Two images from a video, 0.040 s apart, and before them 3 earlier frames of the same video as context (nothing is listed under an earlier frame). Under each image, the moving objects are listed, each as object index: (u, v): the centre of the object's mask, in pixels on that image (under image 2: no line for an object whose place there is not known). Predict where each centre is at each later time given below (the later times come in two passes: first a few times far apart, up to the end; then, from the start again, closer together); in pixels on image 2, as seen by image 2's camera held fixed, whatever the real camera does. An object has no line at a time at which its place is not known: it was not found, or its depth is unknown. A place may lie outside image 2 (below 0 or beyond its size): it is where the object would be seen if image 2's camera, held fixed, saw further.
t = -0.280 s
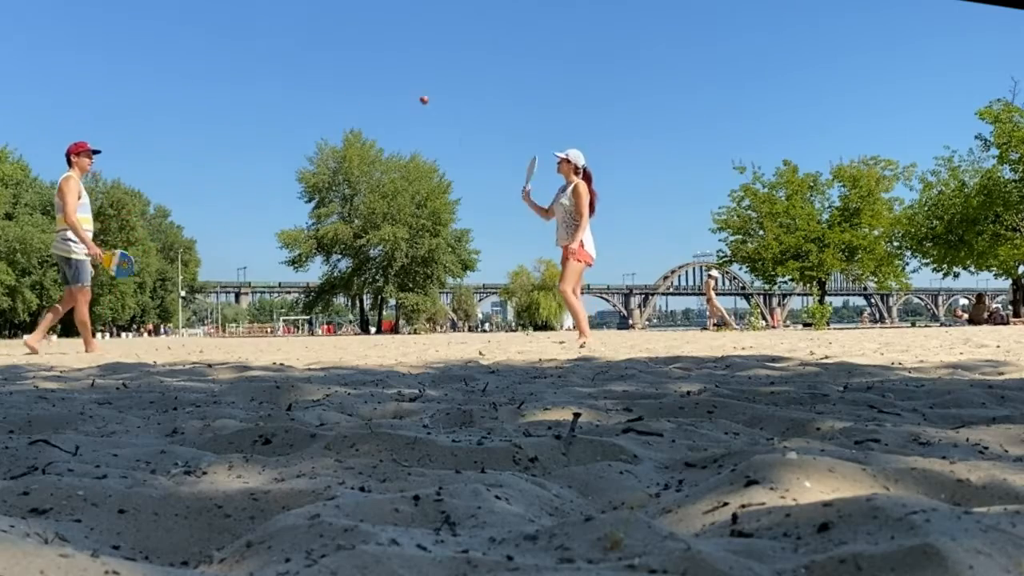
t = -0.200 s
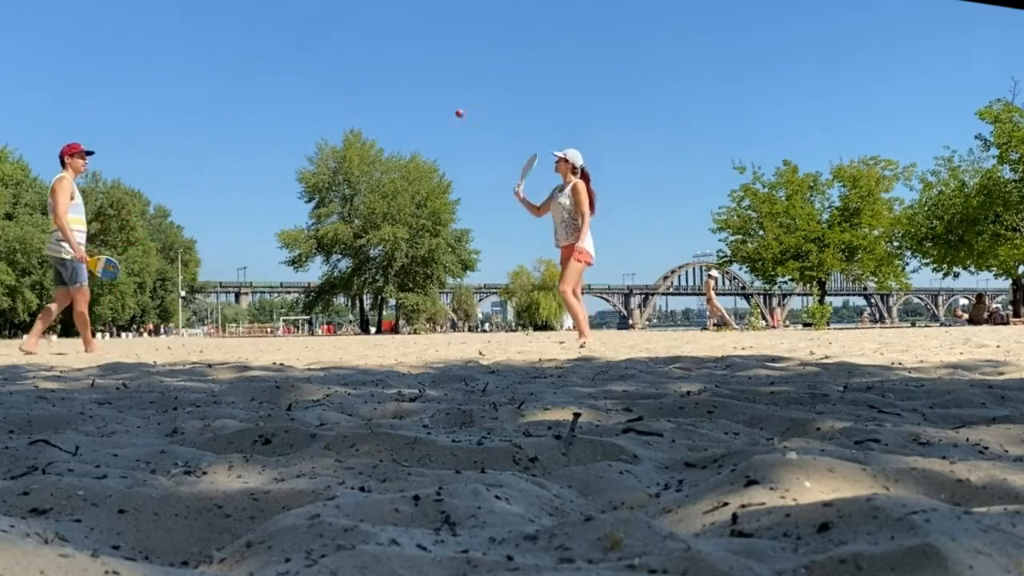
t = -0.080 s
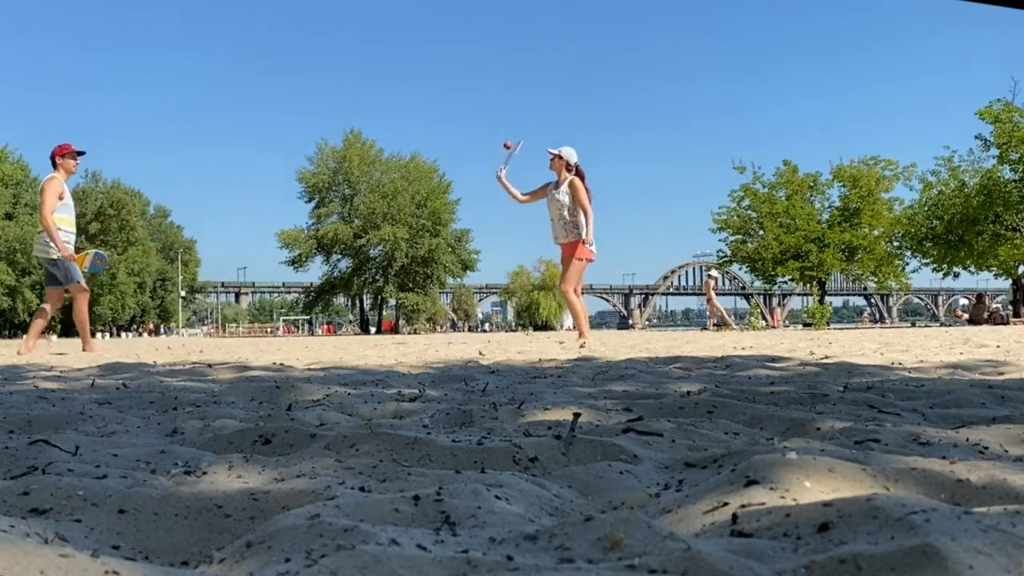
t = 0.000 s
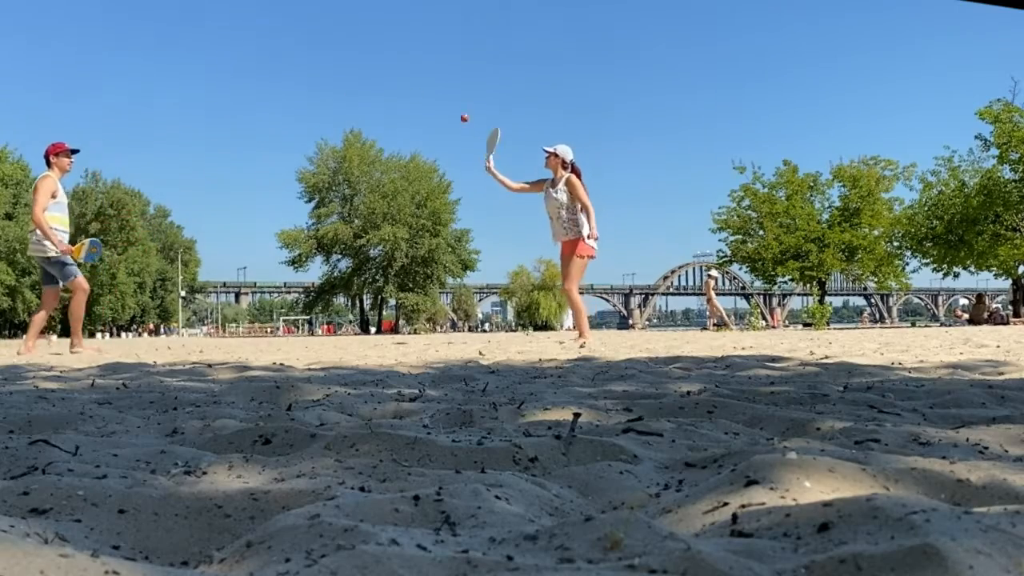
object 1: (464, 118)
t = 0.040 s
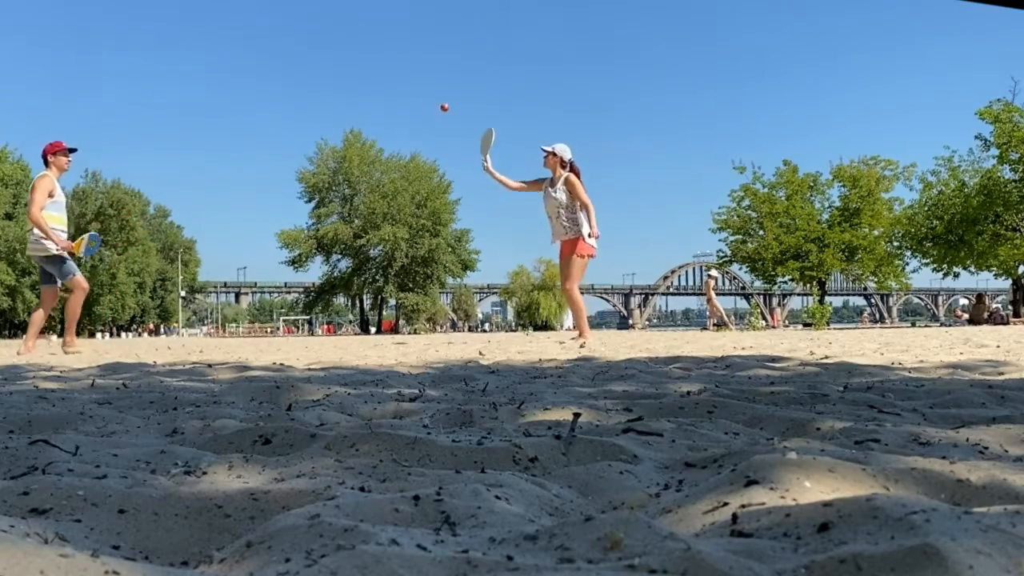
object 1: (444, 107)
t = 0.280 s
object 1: (297, 70)
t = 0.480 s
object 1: (176, 98)
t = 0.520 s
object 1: (156, 108)
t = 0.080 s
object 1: (415, 94)
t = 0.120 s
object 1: (395, 86)
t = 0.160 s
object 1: (376, 81)
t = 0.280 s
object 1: (297, 70)
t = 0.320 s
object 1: (277, 71)
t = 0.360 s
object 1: (257, 74)
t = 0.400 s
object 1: (237, 78)
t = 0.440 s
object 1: (206, 87)
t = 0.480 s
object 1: (176, 98)
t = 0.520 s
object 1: (156, 108)
